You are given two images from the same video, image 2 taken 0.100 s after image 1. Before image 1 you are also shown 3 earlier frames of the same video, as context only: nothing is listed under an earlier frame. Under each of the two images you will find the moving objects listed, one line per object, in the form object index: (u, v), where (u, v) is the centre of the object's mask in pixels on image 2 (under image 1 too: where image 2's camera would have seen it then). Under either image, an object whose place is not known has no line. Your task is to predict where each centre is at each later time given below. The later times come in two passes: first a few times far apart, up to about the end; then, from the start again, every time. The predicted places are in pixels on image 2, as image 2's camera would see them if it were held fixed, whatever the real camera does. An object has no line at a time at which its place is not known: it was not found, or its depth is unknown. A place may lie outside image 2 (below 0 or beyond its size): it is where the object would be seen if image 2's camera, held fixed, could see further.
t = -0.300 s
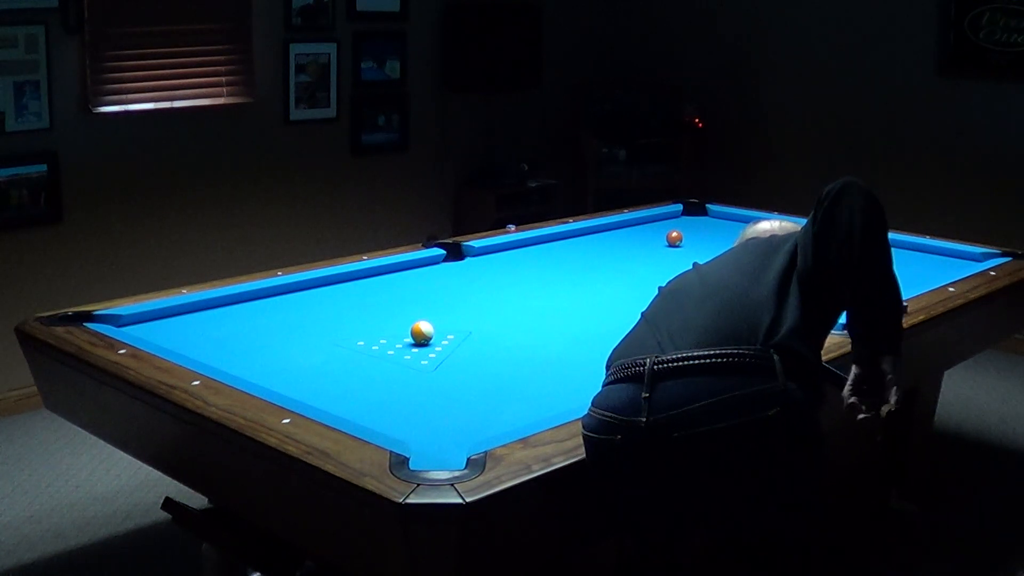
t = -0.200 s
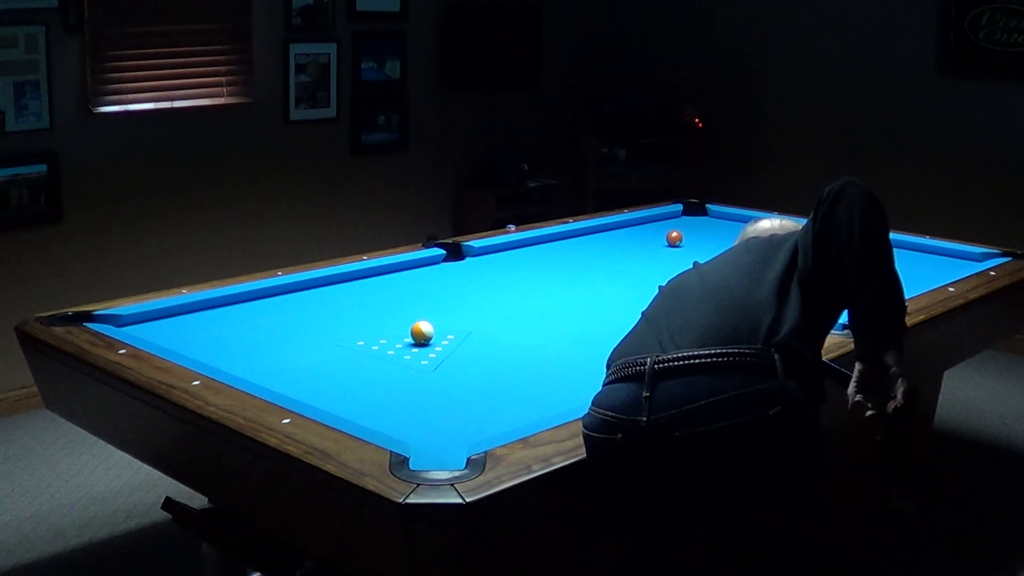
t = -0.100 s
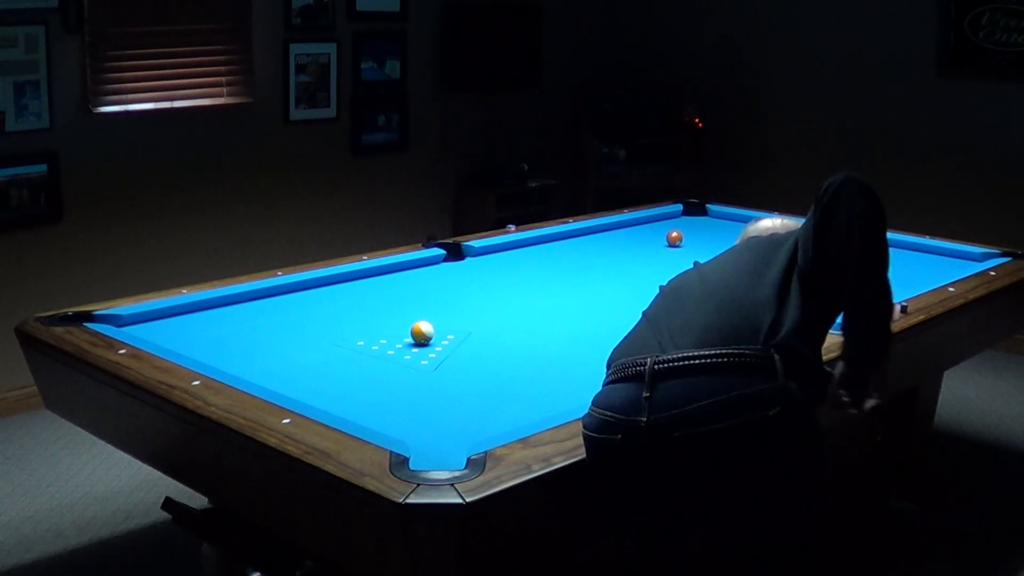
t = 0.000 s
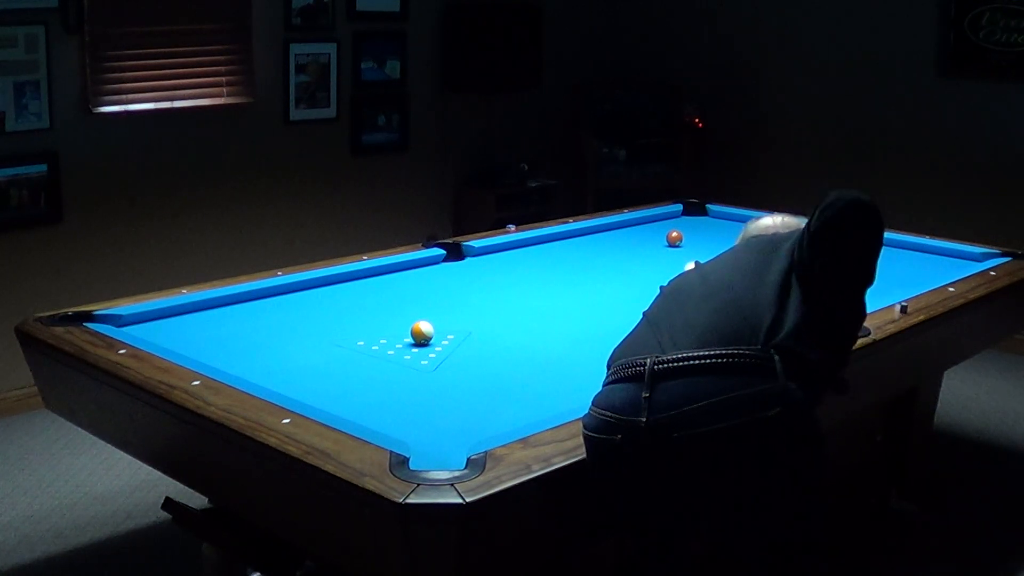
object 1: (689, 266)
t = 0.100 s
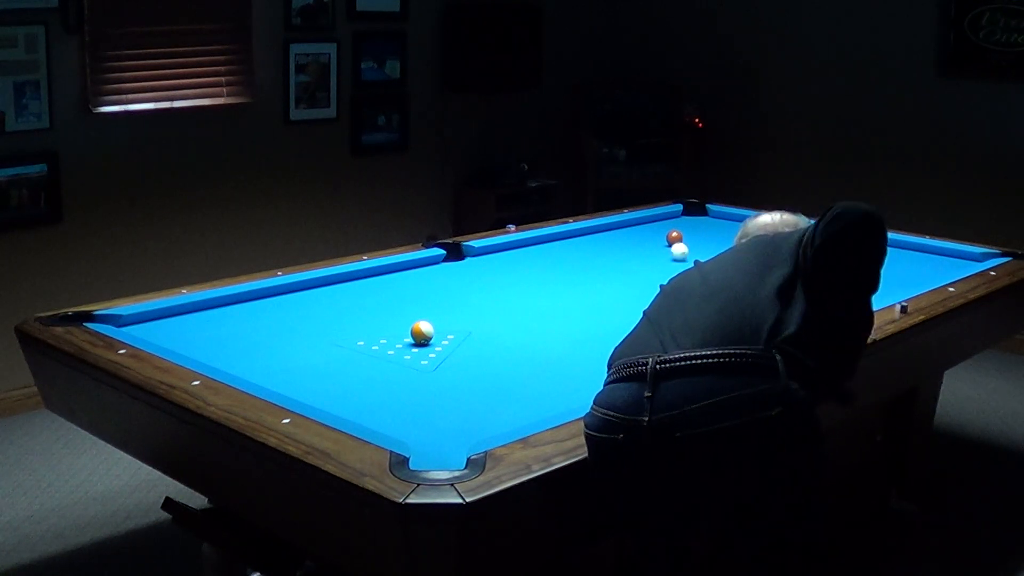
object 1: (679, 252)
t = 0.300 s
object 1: (646, 240)
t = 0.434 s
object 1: (627, 240)
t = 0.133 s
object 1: (675, 246)
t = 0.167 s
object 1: (671, 241)
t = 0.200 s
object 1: (664, 241)
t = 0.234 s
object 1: (657, 240)
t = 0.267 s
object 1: (652, 240)
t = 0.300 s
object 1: (646, 240)
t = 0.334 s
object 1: (641, 240)
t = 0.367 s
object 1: (636, 240)
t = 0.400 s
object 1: (631, 240)
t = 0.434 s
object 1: (627, 240)
